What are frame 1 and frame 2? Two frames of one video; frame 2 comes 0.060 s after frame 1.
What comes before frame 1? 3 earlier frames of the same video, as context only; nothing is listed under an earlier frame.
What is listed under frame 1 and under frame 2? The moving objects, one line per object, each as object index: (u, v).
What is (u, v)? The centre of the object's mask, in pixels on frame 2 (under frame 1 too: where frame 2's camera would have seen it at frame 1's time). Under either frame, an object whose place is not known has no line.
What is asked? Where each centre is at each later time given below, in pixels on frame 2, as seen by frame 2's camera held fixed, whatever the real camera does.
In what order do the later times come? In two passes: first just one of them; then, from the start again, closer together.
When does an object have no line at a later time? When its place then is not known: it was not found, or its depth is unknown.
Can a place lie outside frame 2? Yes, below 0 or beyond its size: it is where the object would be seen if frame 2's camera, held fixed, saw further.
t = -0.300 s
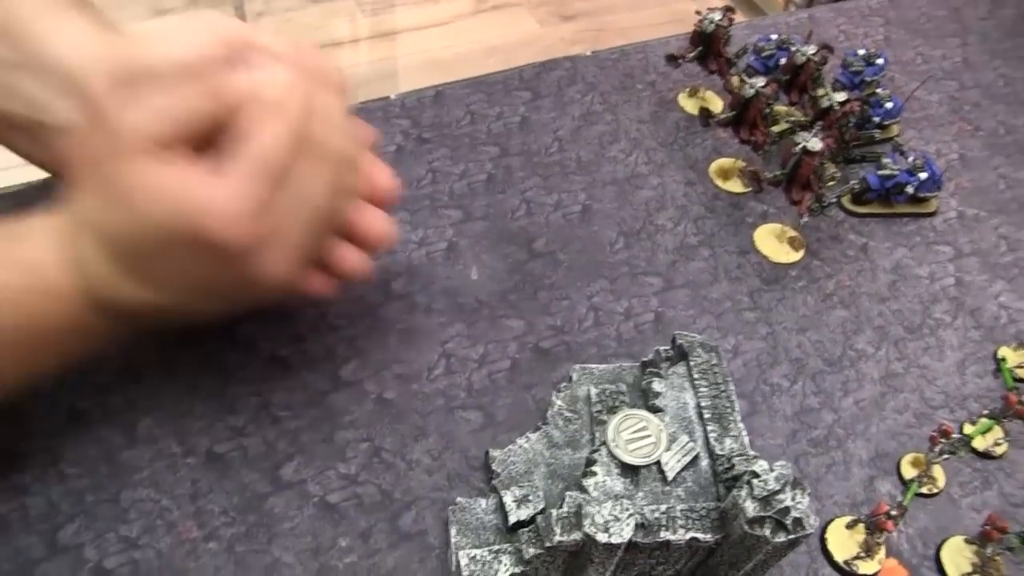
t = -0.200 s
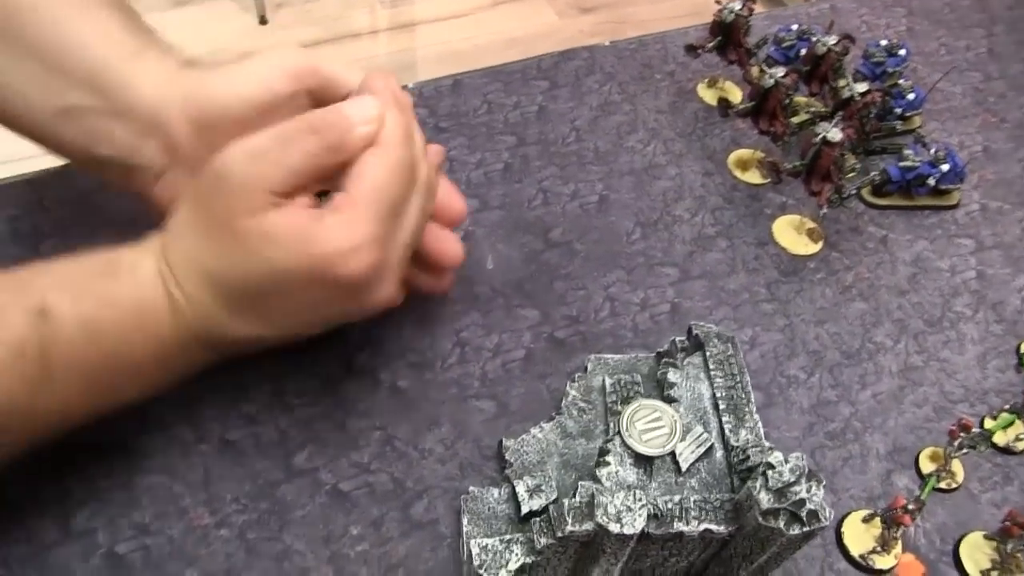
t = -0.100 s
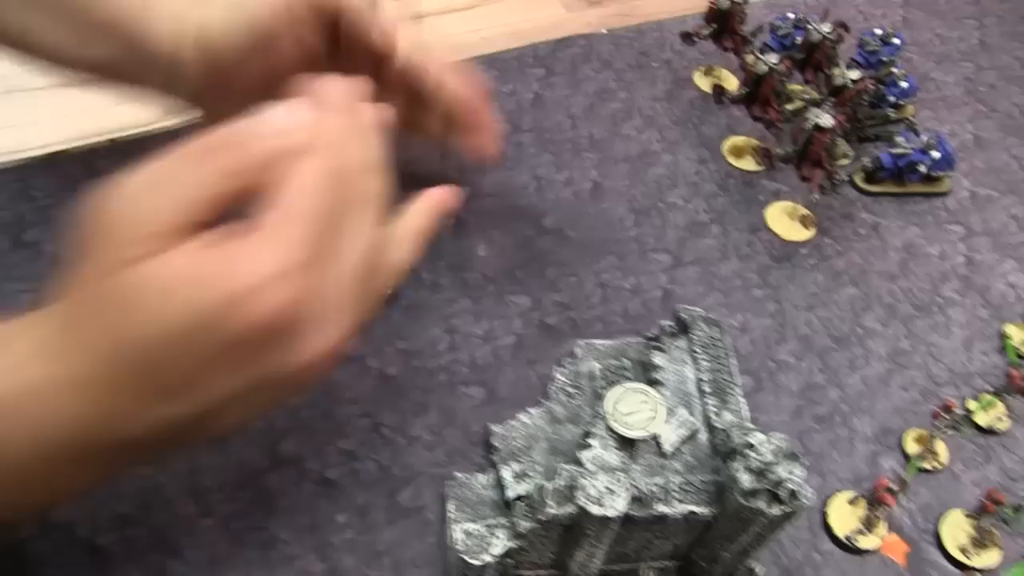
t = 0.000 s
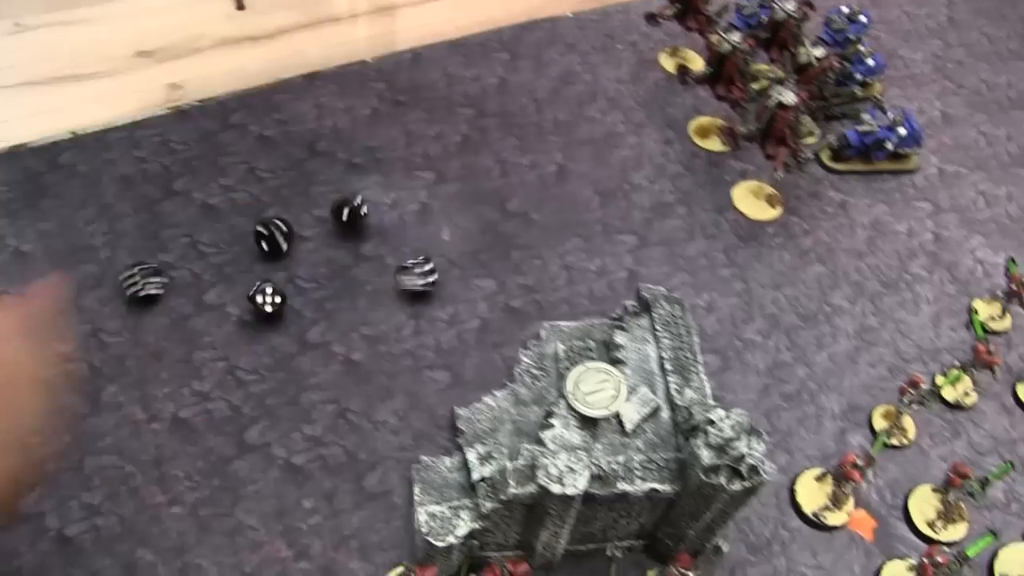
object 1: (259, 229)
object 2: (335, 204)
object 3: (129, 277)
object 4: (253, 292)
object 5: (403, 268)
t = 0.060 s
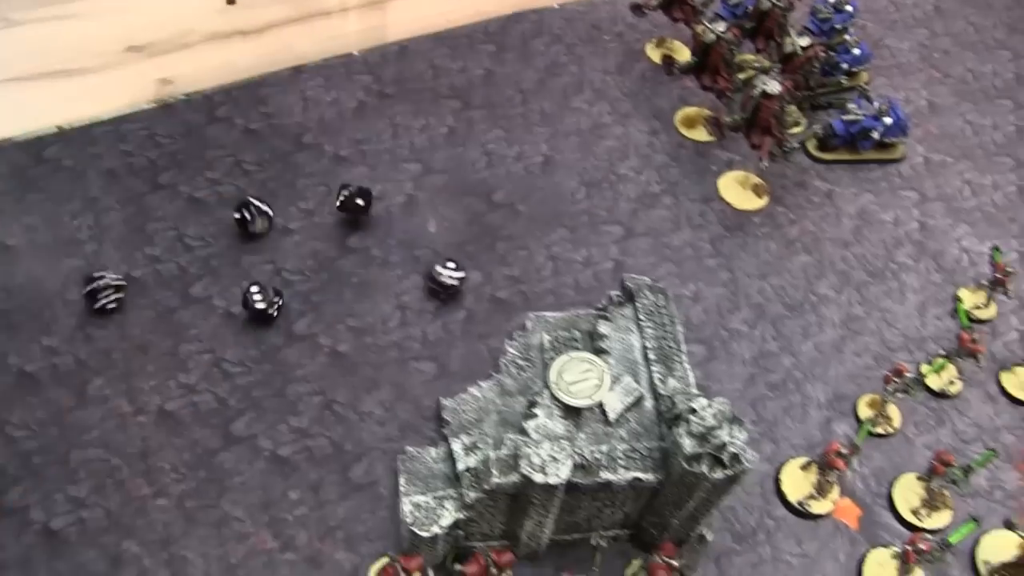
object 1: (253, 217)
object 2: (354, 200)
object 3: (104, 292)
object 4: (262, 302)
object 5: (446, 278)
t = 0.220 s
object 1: (218, 196)
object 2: (391, 203)
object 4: (293, 290)
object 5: (505, 302)
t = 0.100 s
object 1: (248, 211)
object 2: (368, 199)
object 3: (88, 305)
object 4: (271, 302)
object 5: (468, 286)
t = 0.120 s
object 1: (244, 206)
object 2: (375, 202)
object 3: (79, 310)
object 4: (275, 300)
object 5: (477, 292)
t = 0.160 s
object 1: (236, 202)
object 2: (385, 203)
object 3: (69, 316)
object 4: (284, 300)
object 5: (490, 300)
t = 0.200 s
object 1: (224, 199)
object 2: (389, 202)
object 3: (64, 321)
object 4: (291, 293)
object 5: (505, 304)
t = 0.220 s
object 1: (218, 196)
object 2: (391, 203)
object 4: (293, 290)
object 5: (505, 302)
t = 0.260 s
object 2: (392, 203)
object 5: (503, 298)
